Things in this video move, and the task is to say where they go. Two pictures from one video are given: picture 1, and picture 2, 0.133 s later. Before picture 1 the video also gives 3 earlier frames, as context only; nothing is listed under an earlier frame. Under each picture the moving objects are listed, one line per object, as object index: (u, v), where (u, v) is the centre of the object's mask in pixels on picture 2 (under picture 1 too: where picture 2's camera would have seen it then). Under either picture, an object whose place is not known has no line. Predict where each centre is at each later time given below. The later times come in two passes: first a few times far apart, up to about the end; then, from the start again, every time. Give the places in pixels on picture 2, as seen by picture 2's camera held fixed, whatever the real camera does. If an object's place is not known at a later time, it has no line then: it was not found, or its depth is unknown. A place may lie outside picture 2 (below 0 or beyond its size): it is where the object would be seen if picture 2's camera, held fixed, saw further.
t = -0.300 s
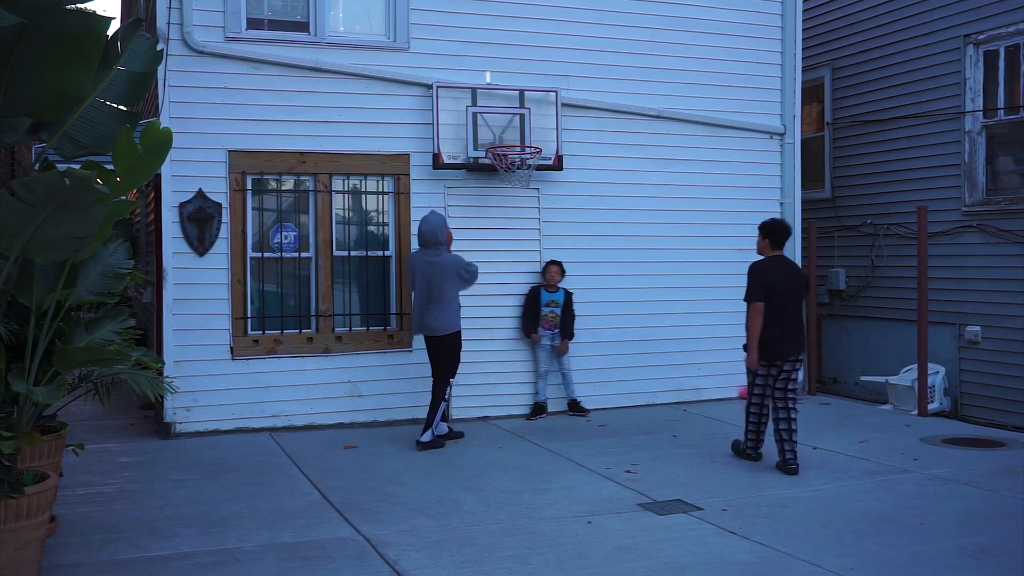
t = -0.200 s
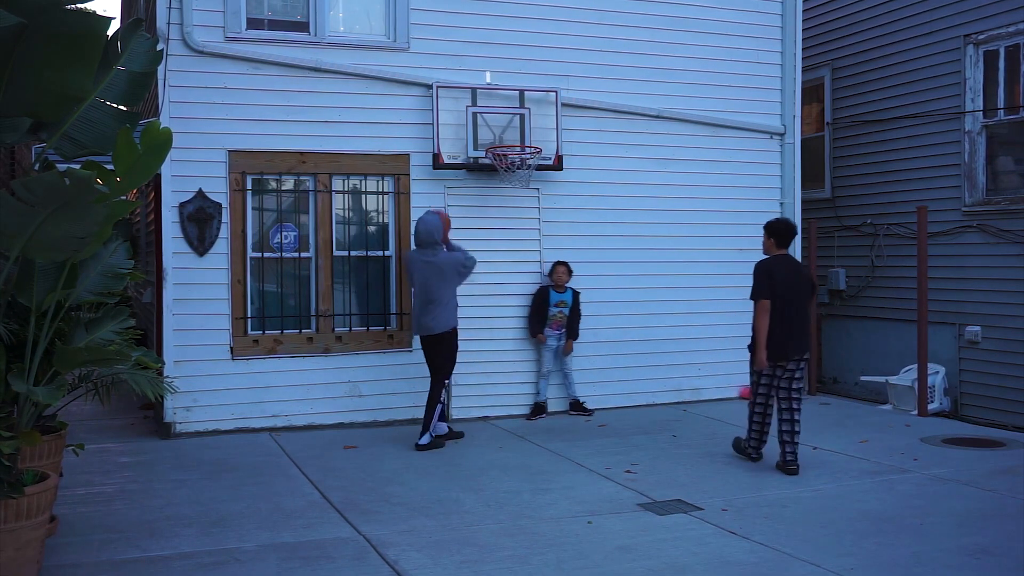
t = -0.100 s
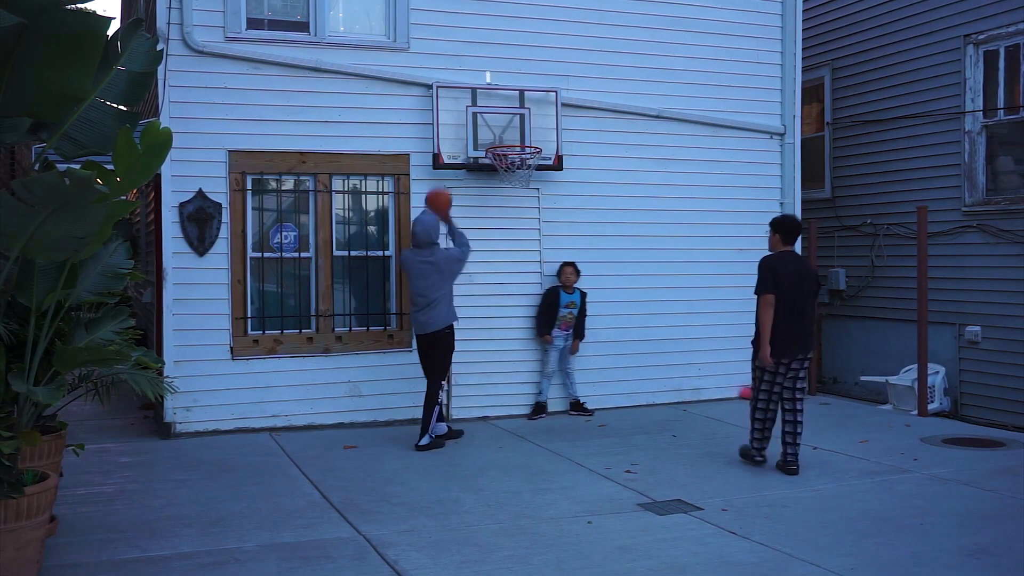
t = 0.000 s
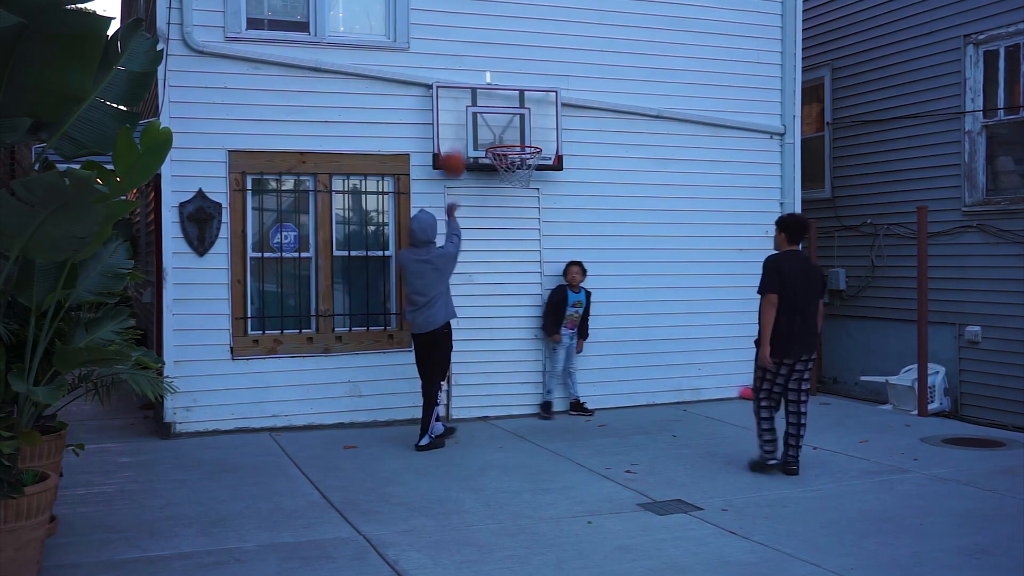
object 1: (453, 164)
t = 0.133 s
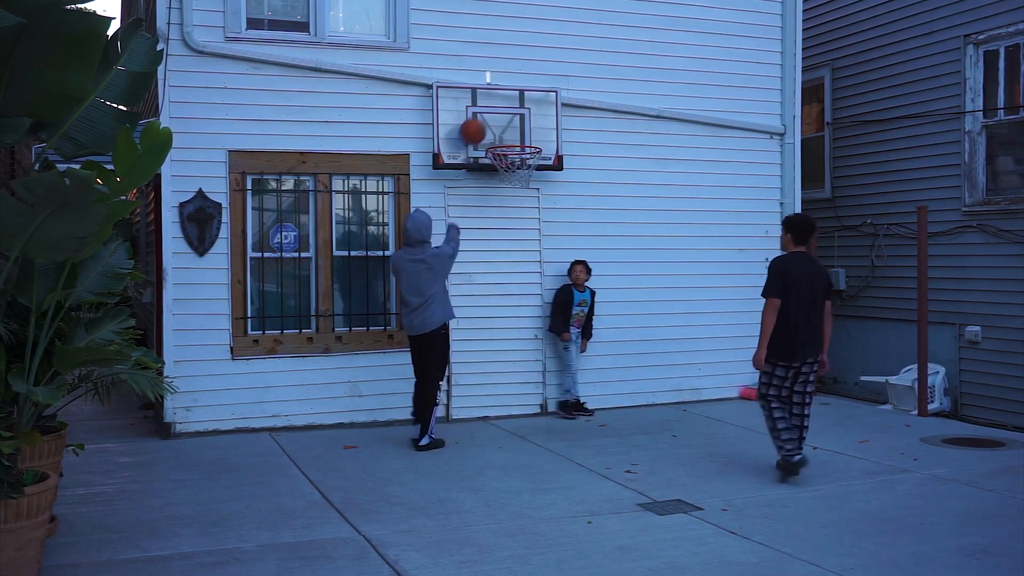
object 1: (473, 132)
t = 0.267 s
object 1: (494, 121)
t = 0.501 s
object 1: (523, 146)
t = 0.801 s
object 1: (503, 186)
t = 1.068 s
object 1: (521, 252)
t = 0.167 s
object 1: (478, 126)
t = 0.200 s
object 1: (482, 123)
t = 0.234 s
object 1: (486, 122)
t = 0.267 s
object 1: (494, 121)
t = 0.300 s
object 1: (500, 123)
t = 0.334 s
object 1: (506, 125)
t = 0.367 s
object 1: (512, 128)
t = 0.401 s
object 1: (518, 133)
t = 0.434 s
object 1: (525, 137)
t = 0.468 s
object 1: (528, 145)
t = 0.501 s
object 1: (523, 146)
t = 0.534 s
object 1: (517, 149)
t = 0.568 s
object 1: (512, 153)
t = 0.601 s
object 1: (506, 157)
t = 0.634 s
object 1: (502, 161)
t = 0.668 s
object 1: (501, 165)
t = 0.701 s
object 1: (500, 168)
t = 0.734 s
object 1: (500, 171)
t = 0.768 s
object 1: (500, 173)
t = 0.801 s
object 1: (503, 186)
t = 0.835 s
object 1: (505, 188)
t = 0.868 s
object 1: (507, 192)
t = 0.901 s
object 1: (509, 200)
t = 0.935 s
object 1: (511, 208)
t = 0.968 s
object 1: (514, 218)
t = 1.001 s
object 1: (516, 229)
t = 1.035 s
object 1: (519, 240)
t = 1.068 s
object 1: (521, 252)
